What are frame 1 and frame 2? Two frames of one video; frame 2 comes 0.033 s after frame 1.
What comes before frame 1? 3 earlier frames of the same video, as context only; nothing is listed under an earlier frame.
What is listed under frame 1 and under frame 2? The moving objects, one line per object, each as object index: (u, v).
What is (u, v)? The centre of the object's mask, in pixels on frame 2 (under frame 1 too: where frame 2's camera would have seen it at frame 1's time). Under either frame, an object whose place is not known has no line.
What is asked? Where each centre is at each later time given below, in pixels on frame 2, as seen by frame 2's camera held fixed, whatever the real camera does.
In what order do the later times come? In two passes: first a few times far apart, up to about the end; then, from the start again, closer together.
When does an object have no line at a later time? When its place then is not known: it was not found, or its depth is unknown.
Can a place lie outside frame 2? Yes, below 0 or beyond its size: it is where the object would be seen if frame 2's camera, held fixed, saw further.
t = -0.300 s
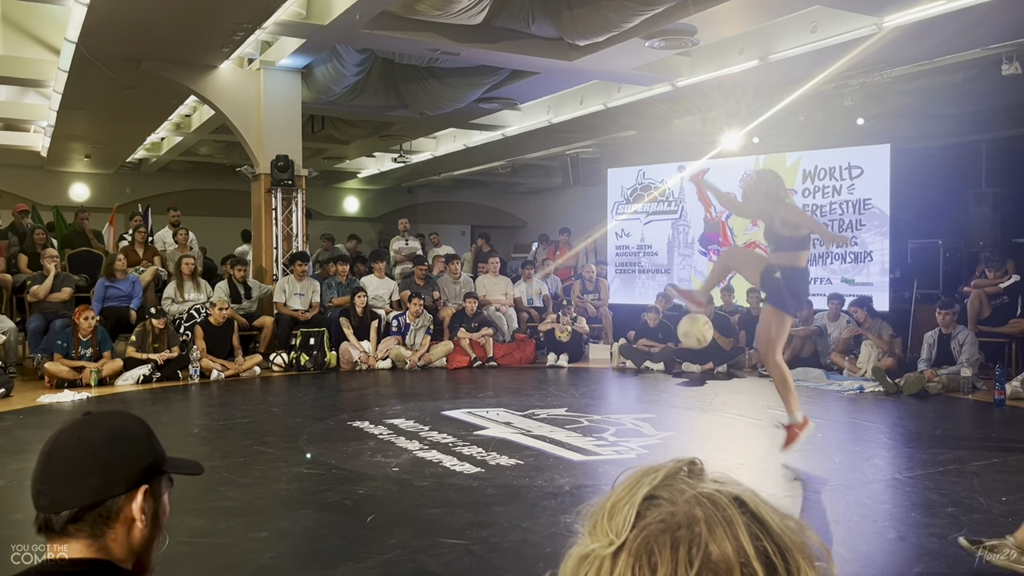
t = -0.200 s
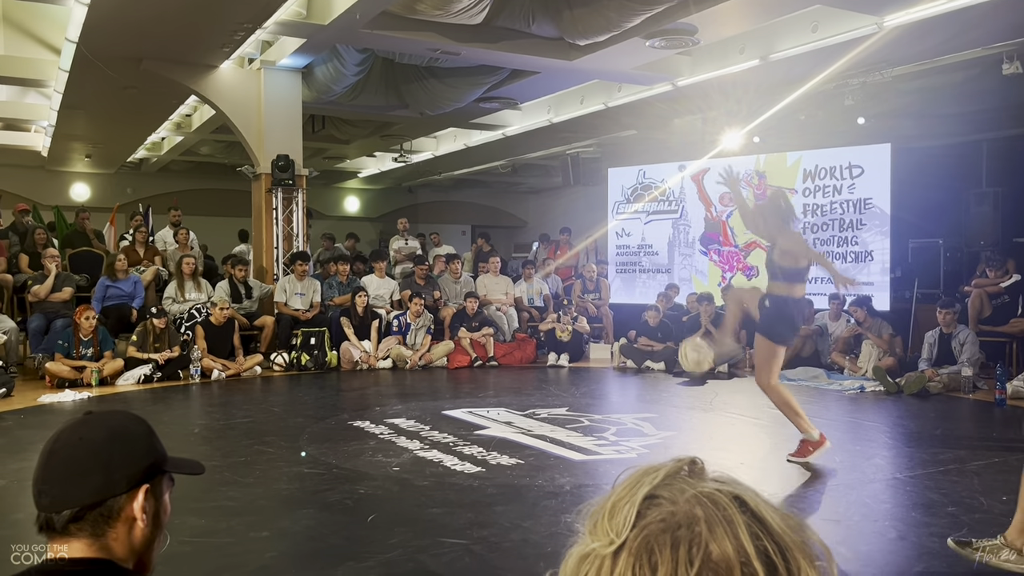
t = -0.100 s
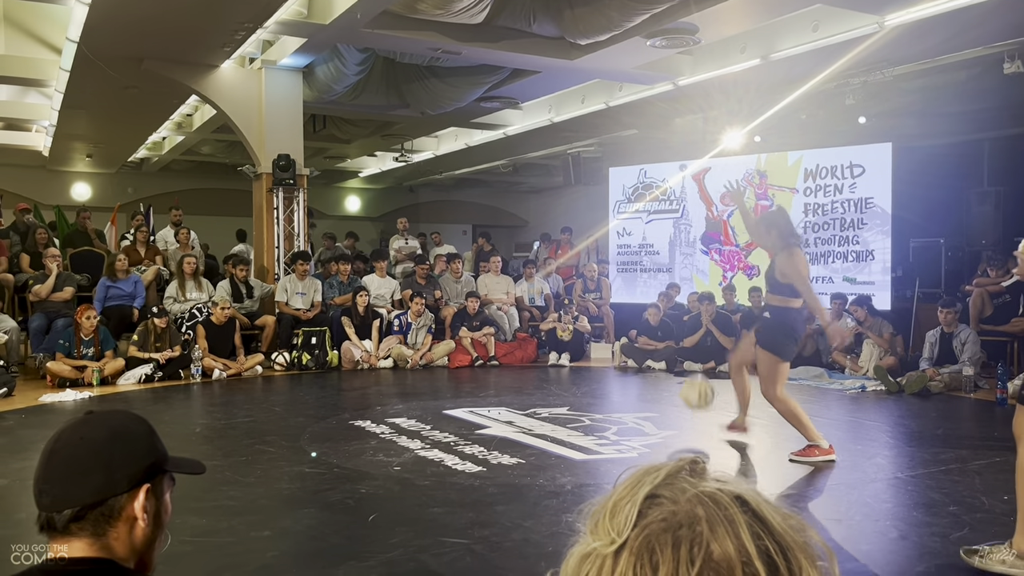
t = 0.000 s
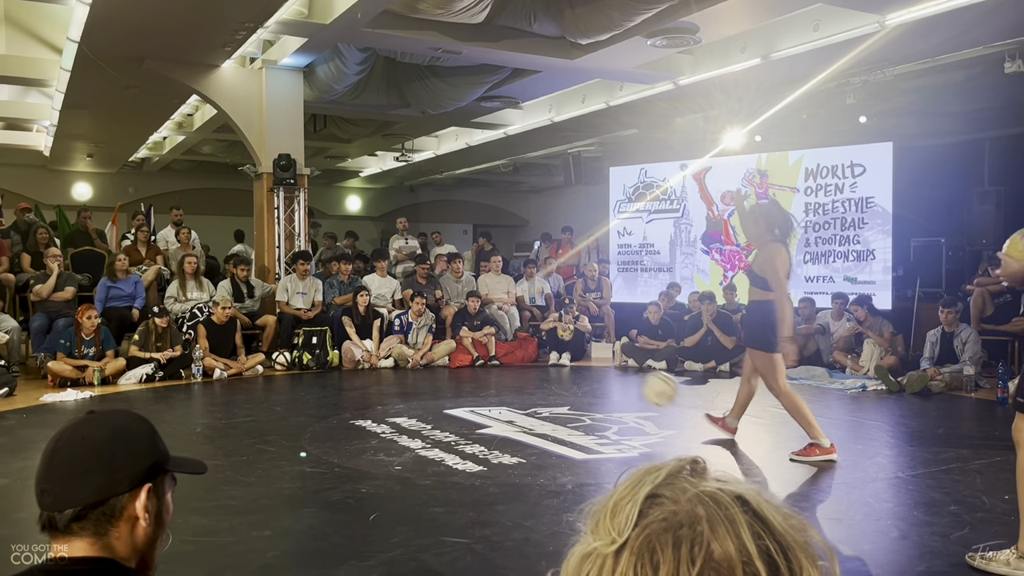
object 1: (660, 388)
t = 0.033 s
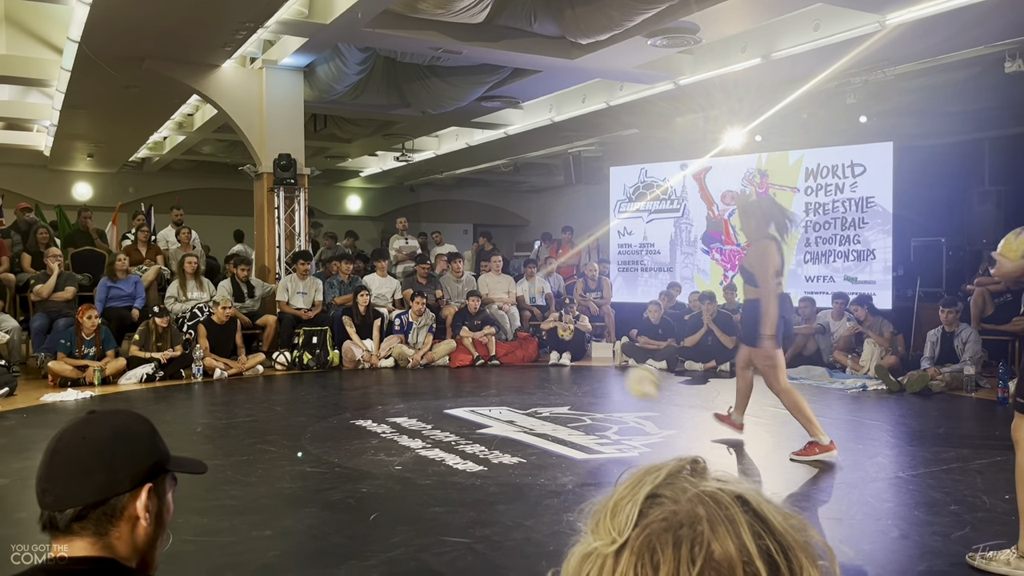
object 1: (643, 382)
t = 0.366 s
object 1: (457, 404)
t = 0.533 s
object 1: (372, 413)
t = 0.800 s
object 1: (262, 410)
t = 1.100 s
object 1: (141, 407)
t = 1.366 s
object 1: (24, 428)
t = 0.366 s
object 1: (457, 404)
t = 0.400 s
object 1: (437, 416)
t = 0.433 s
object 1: (417, 432)
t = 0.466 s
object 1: (400, 433)
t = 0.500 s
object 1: (386, 422)
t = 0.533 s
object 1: (372, 413)
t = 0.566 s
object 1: (358, 406)
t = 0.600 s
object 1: (345, 401)
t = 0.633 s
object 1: (331, 398)
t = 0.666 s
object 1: (317, 397)
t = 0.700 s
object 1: (303, 397)
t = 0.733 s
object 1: (290, 399)
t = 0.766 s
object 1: (276, 404)
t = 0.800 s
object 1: (262, 410)
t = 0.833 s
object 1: (248, 418)
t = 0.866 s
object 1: (234, 429)
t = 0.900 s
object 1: (221, 440)
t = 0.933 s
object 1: (207, 434)
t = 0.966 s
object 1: (193, 426)
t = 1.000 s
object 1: (181, 419)
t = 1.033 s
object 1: (170, 413)
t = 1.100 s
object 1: (141, 407)
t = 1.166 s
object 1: (109, 411)
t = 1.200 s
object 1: (94, 416)
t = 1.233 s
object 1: (77, 426)
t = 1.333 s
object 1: (38, 431)
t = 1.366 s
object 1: (24, 428)
